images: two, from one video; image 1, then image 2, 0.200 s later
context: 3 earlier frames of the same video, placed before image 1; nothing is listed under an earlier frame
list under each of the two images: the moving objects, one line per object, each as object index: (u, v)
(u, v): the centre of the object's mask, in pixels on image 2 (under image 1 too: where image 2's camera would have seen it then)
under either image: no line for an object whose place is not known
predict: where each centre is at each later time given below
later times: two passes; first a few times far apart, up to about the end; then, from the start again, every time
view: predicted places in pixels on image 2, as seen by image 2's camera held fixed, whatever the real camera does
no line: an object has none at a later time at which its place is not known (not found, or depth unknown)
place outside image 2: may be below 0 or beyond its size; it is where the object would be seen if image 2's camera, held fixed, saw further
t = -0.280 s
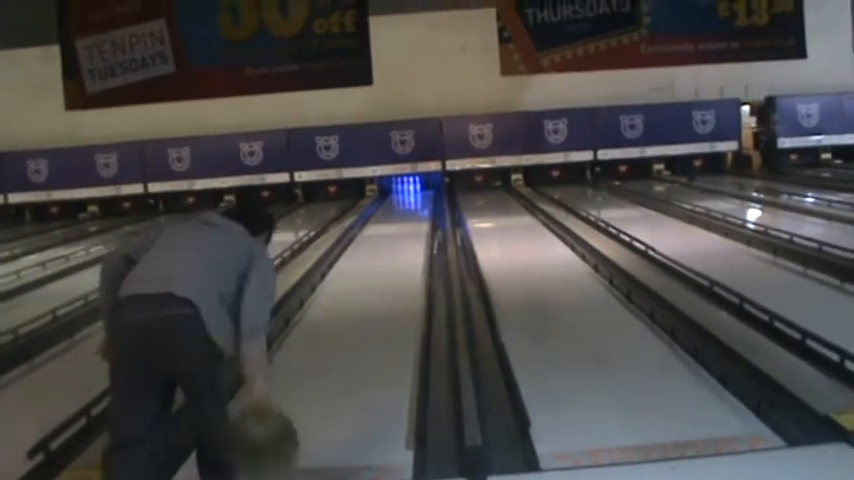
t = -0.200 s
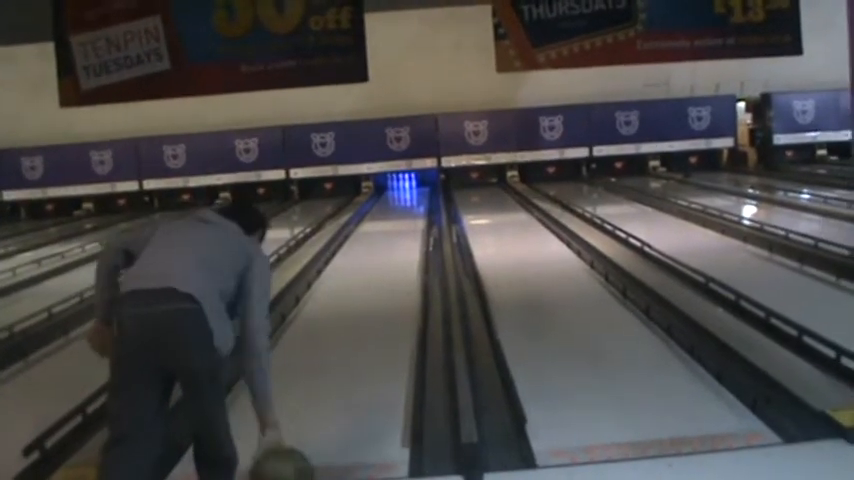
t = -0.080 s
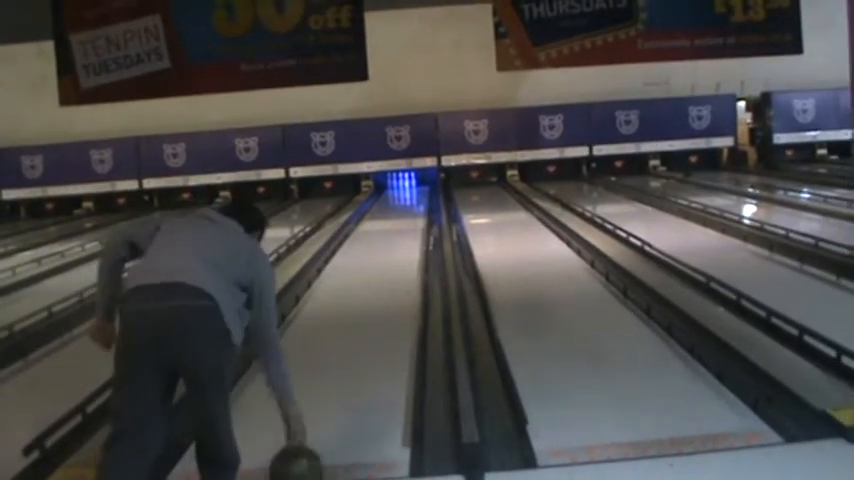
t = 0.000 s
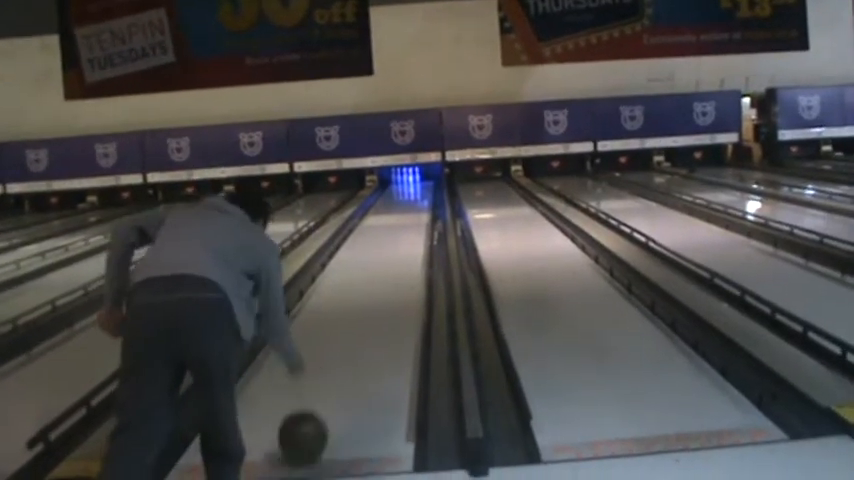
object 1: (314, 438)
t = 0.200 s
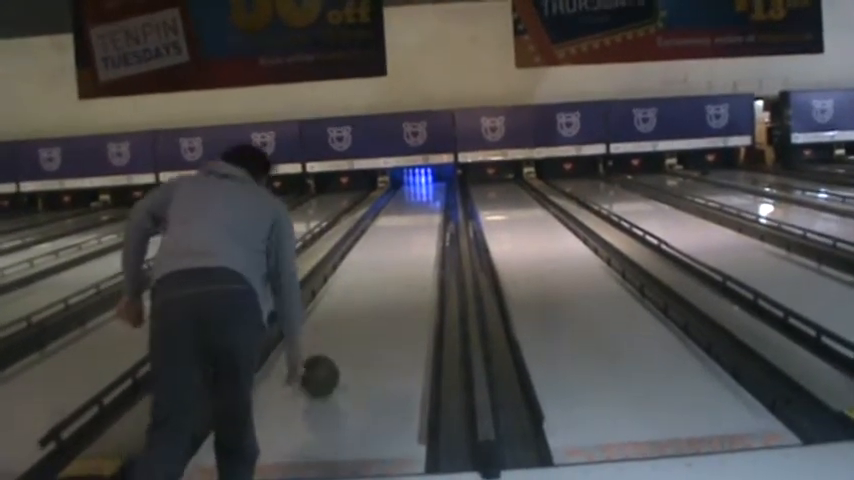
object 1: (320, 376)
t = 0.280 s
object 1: (320, 357)
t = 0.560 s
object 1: (323, 311)
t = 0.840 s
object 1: (325, 283)
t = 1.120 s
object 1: (347, 262)
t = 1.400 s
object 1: (365, 245)
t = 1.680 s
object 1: (377, 232)
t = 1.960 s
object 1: (388, 222)
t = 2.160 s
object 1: (393, 217)
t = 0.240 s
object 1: (320, 367)
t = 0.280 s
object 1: (320, 357)
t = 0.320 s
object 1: (321, 349)
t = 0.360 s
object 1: (321, 342)
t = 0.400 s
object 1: (321, 335)
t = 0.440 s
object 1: (321, 328)
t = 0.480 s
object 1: (322, 322)
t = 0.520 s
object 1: (322, 316)
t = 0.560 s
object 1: (323, 311)
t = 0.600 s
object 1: (323, 306)
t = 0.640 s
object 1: (323, 302)
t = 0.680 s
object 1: (324, 298)
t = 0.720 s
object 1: (324, 294)
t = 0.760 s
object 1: (325, 289)
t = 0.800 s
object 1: (324, 285)
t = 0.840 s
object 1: (325, 283)
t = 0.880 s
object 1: (327, 280)
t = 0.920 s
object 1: (331, 276)
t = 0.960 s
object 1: (334, 273)
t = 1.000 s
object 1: (338, 270)
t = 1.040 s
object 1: (341, 267)
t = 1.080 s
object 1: (344, 265)
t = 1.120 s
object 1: (347, 262)
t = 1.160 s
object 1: (350, 259)
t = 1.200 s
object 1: (353, 256)
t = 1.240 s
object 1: (356, 254)
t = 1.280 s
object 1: (358, 251)
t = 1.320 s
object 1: (360, 249)
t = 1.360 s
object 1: (362, 246)
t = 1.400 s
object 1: (365, 245)
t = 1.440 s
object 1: (367, 242)
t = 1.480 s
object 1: (369, 240)
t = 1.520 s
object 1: (371, 238)
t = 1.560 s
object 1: (373, 236)
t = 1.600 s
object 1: (374, 235)
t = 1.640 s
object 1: (376, 233)
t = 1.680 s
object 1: (377, 232)
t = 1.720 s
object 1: (379, 230)
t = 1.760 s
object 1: (381, 229)
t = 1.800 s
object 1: (382, 227)
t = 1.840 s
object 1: (384, 226)
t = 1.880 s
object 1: (385, 225)
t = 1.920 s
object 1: (386, 224)
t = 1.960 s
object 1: (388, 222)
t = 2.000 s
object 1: (389, 222)
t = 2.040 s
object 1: (390, 221)
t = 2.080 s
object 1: (391, 219)
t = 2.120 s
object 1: (392, 218)
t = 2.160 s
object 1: (393, 217)
